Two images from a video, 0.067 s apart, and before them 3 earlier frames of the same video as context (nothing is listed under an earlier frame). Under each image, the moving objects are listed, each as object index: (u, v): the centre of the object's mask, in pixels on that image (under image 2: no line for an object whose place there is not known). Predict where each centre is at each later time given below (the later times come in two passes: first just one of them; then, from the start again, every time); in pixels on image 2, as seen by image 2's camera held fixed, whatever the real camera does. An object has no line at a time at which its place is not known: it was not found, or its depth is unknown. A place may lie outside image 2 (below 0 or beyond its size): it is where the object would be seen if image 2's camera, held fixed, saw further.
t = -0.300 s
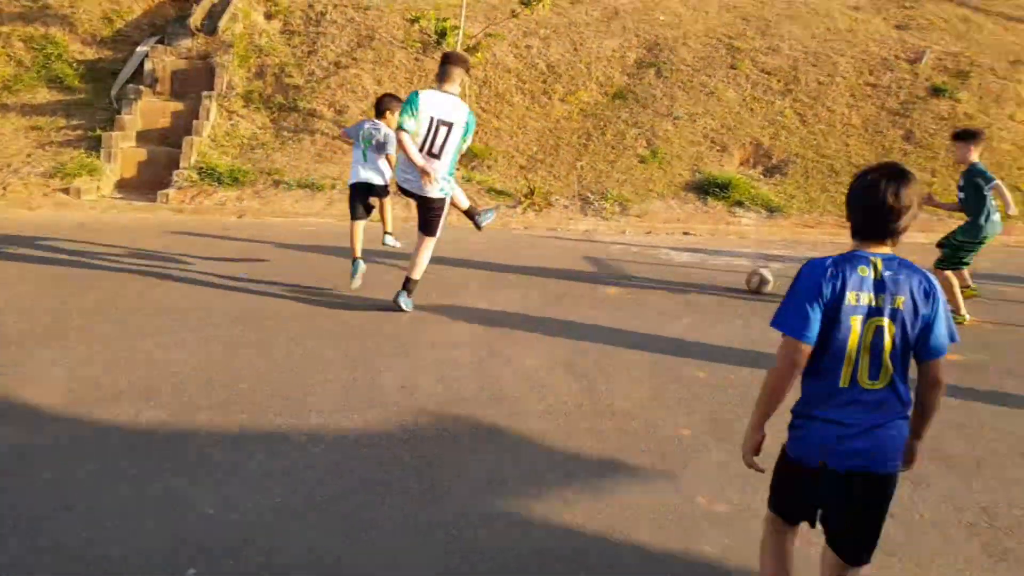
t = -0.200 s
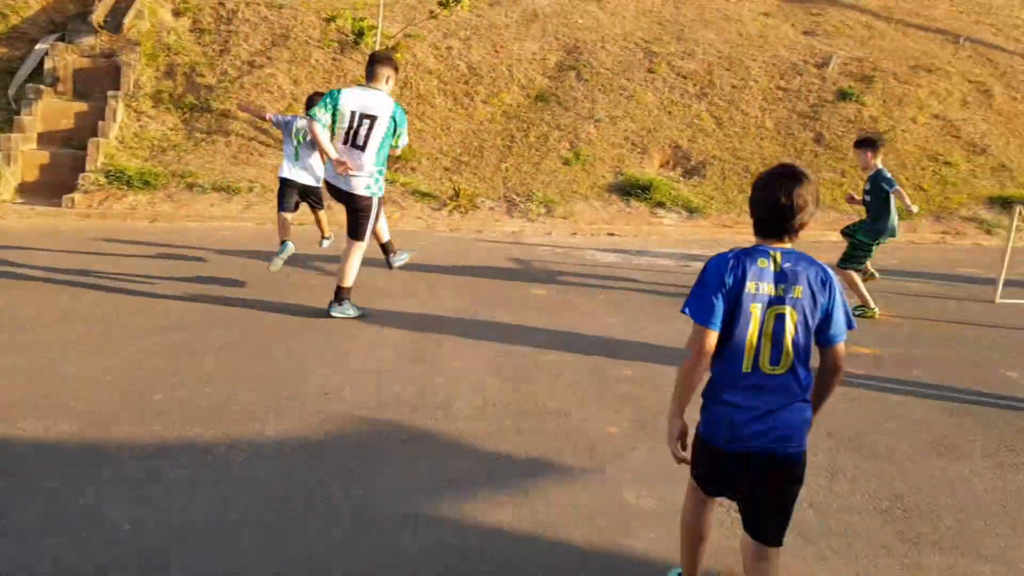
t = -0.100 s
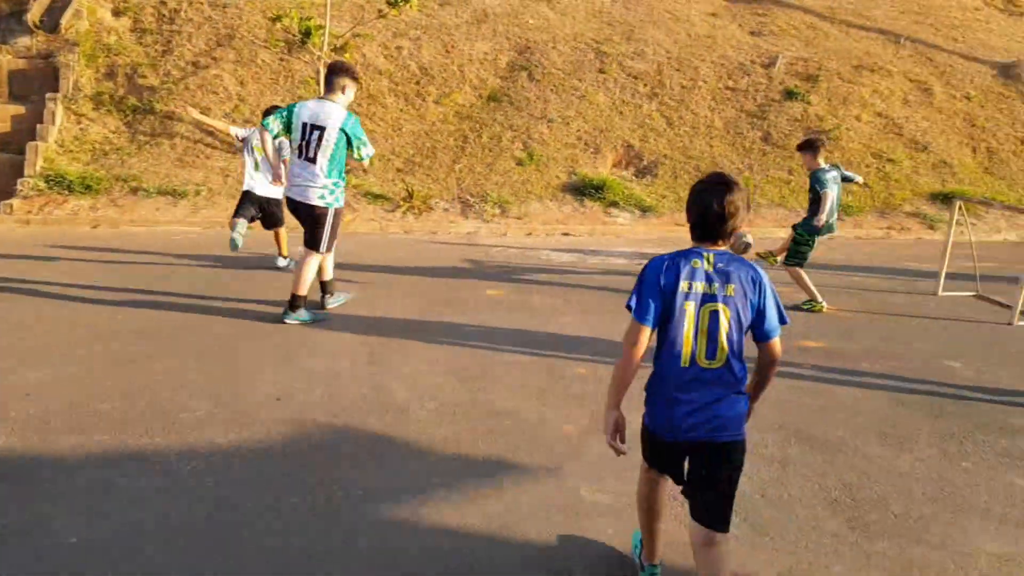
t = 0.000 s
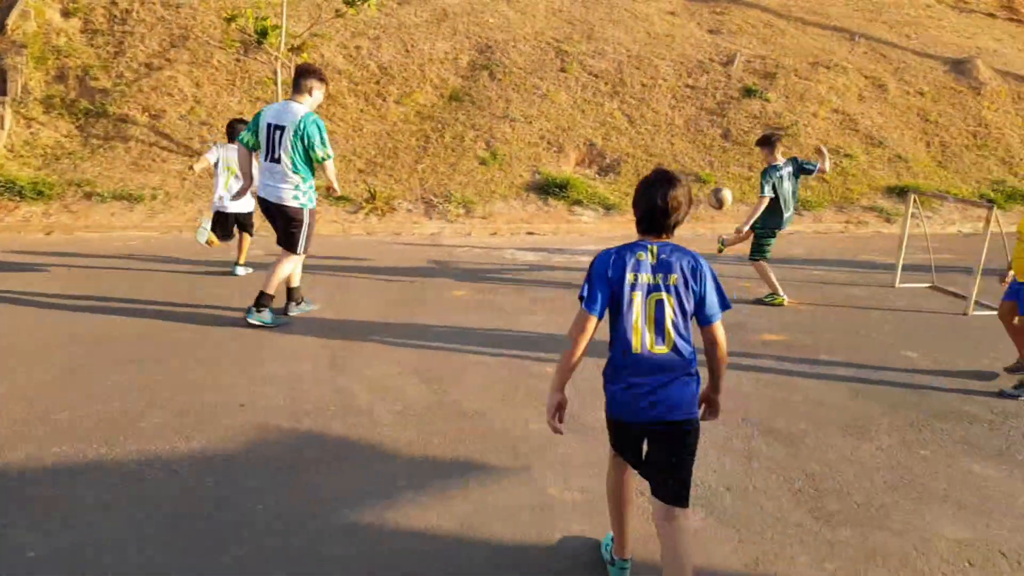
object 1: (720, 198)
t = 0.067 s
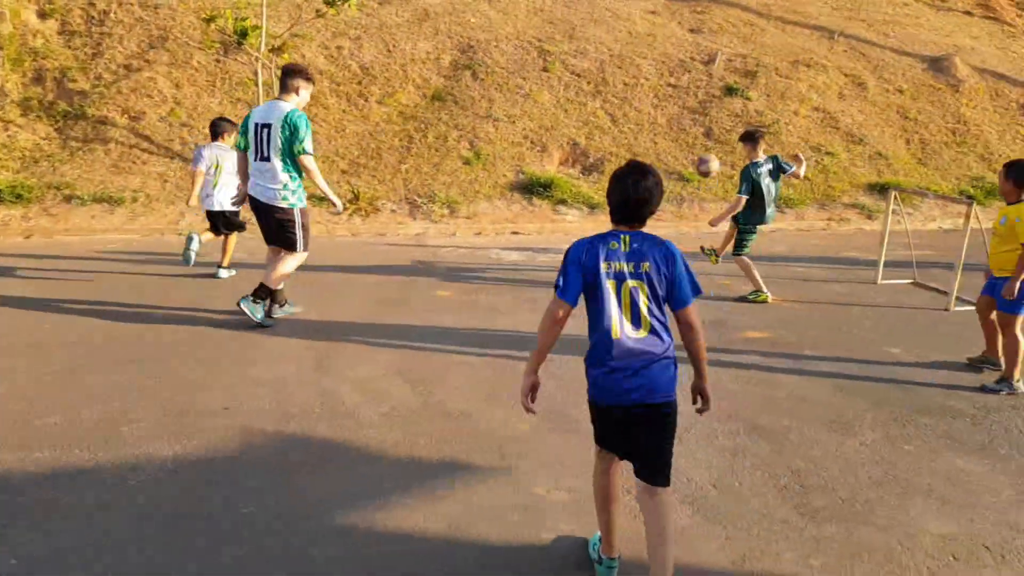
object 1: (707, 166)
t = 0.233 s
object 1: (715, 107)
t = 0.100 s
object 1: (710, 152)
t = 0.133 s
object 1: (711, 139)
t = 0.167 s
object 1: (711, 127)
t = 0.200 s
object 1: (713, 116)
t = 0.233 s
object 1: (715, 107)
